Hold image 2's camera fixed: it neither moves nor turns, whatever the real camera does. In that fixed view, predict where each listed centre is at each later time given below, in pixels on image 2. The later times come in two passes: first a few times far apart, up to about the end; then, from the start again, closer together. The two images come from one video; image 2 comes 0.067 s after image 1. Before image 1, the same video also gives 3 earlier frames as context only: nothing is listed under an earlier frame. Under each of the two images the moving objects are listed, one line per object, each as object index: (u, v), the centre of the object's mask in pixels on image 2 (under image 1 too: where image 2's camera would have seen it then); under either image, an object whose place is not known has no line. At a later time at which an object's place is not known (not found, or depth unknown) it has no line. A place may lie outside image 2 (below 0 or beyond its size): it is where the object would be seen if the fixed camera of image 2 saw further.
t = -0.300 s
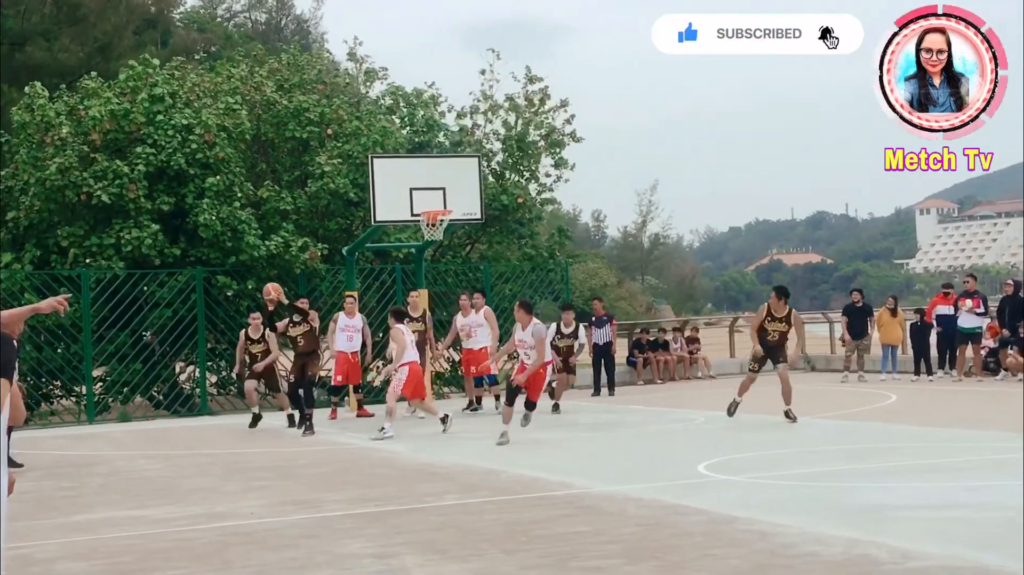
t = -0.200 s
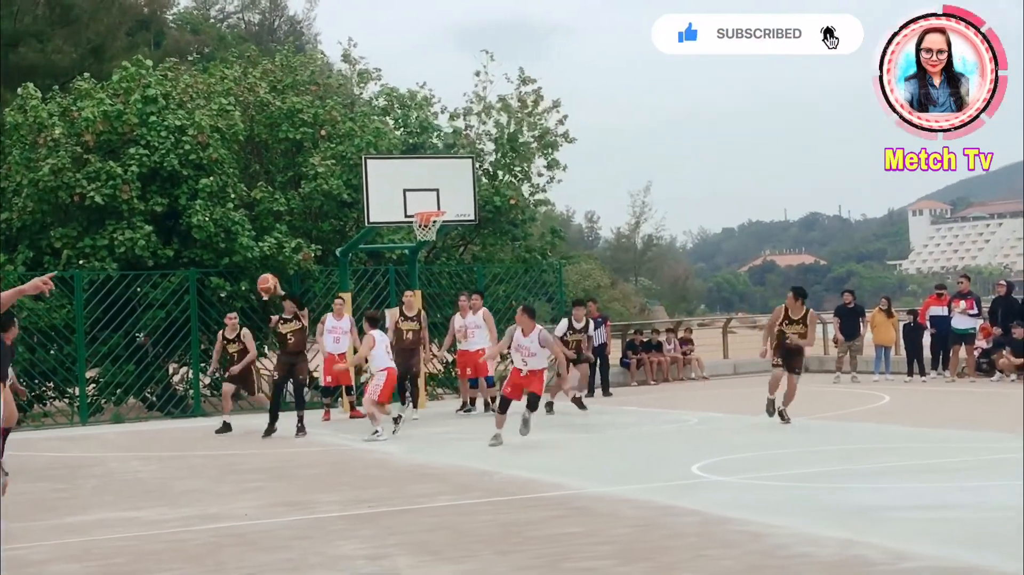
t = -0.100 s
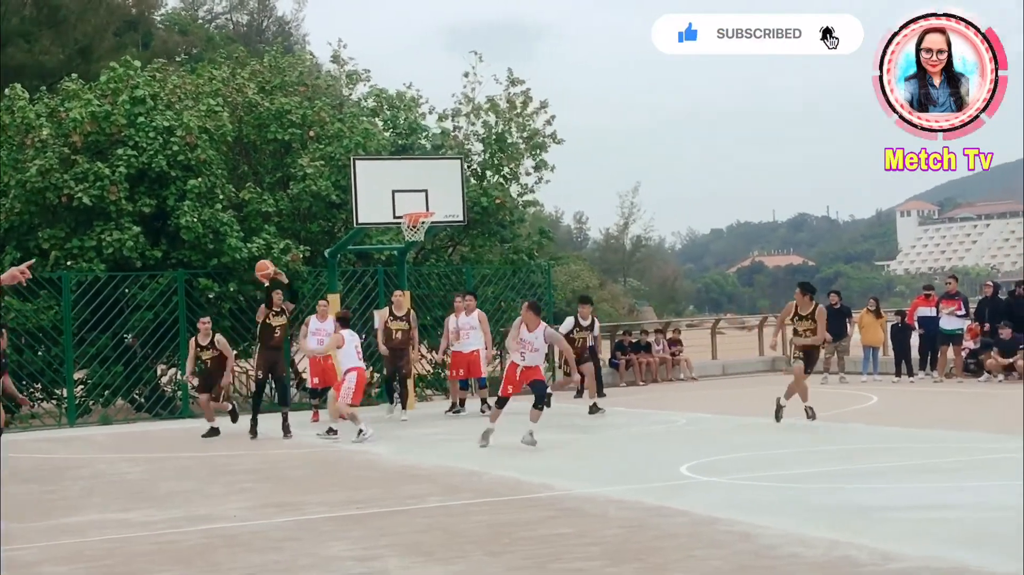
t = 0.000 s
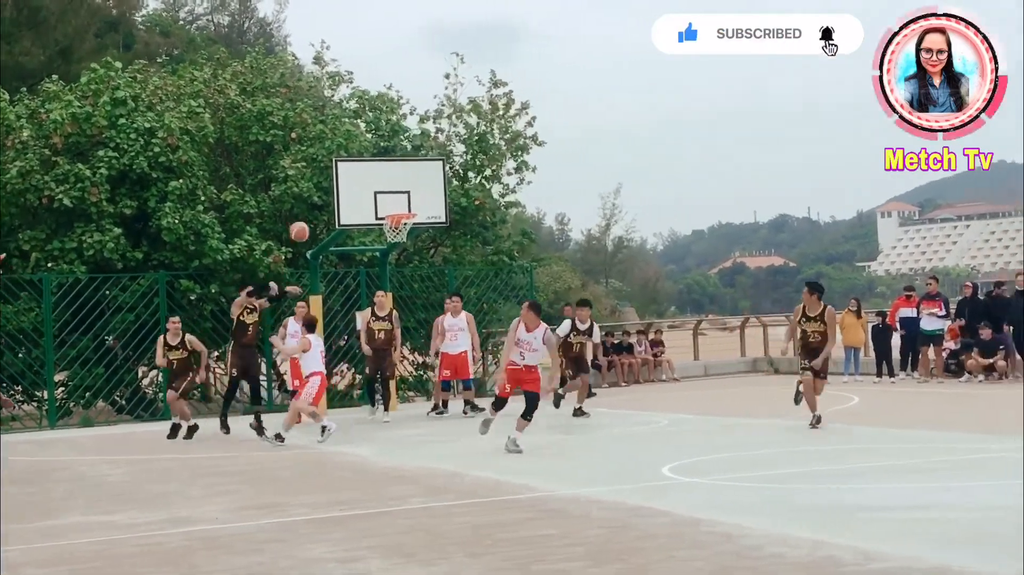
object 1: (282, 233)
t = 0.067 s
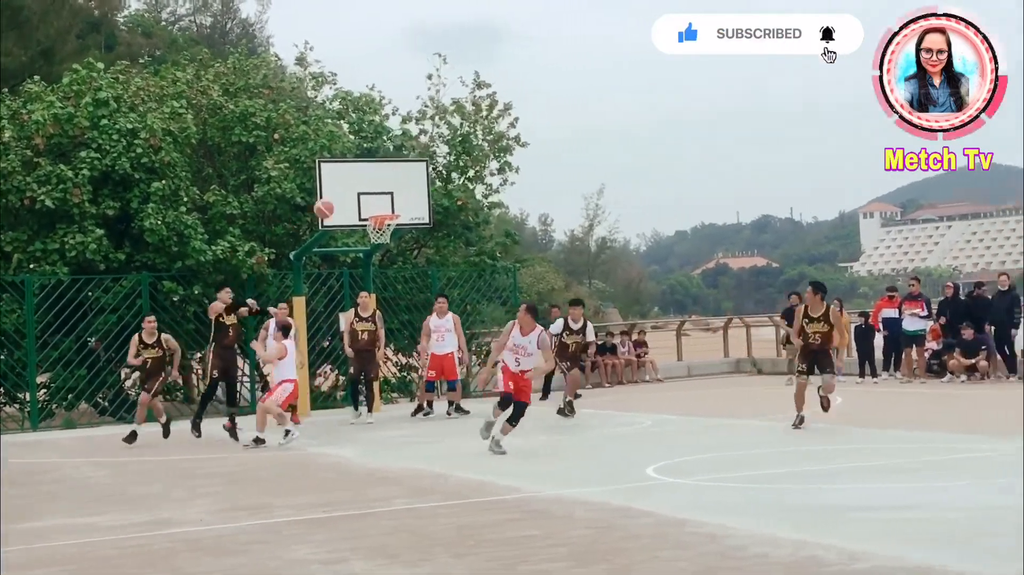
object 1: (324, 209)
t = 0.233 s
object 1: (432, 159)
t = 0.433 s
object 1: (568, 122)
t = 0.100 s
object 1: (345, 198)
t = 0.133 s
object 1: (366, 187)
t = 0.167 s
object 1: (388, 178)
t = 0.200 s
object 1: (410, 168)
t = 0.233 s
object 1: (432, 159)
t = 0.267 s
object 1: (454, 152)
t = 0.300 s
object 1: (477, 145)
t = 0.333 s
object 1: (499, 138)
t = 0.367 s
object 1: (522, 132)
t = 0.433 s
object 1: (568, 122)
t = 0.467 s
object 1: (592, 119)
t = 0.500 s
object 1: (616, 116)
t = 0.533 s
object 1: (631, 114)
